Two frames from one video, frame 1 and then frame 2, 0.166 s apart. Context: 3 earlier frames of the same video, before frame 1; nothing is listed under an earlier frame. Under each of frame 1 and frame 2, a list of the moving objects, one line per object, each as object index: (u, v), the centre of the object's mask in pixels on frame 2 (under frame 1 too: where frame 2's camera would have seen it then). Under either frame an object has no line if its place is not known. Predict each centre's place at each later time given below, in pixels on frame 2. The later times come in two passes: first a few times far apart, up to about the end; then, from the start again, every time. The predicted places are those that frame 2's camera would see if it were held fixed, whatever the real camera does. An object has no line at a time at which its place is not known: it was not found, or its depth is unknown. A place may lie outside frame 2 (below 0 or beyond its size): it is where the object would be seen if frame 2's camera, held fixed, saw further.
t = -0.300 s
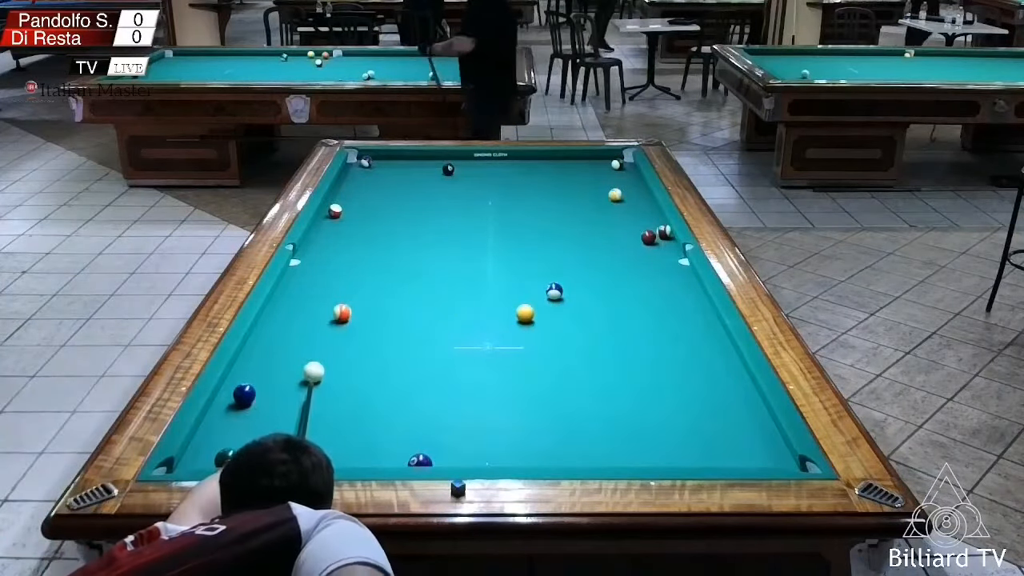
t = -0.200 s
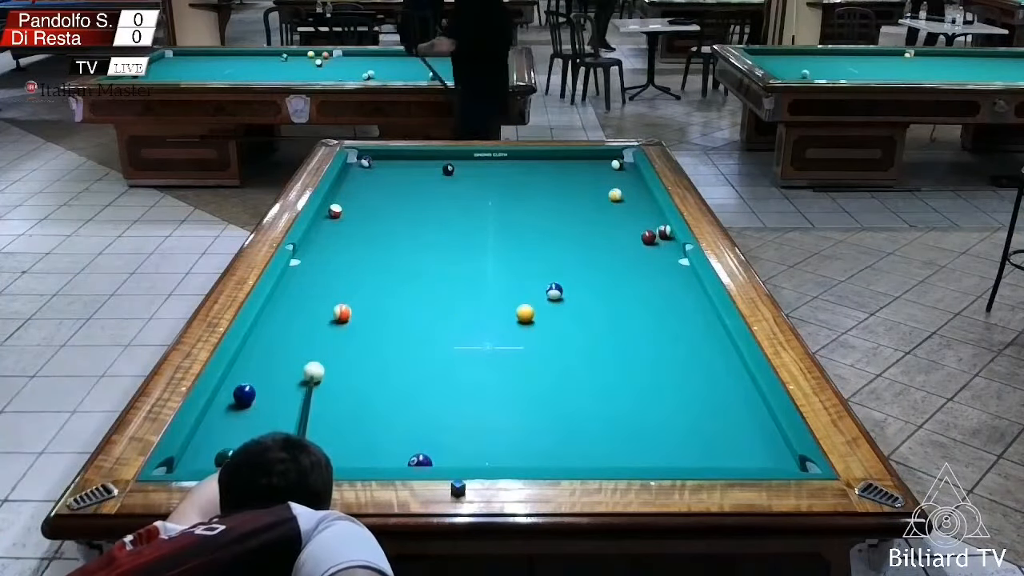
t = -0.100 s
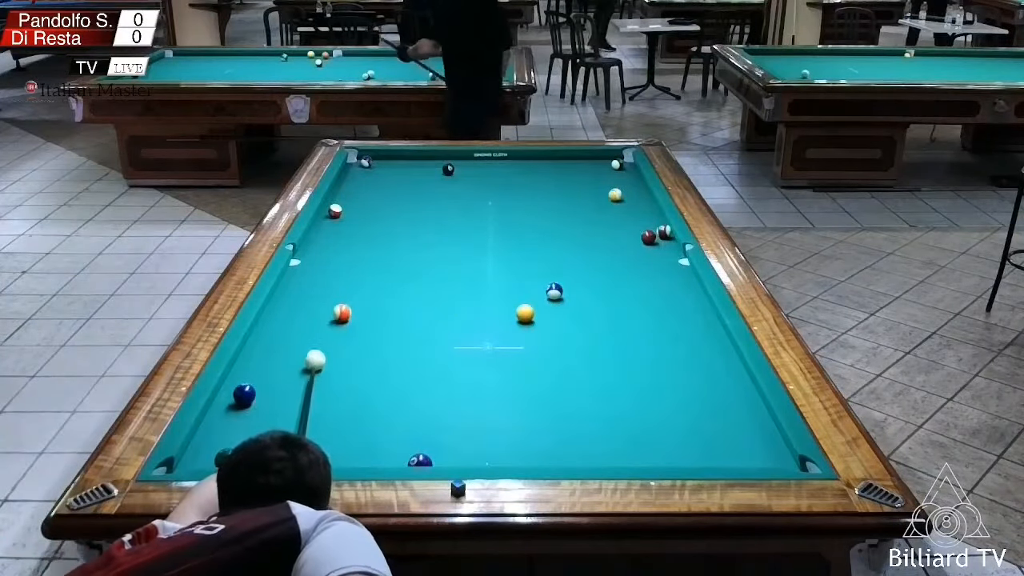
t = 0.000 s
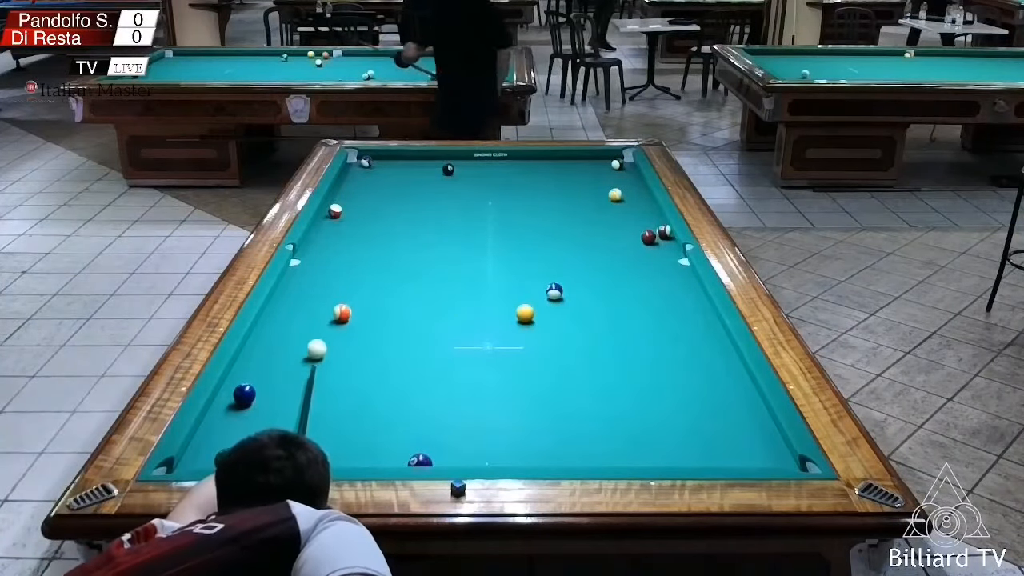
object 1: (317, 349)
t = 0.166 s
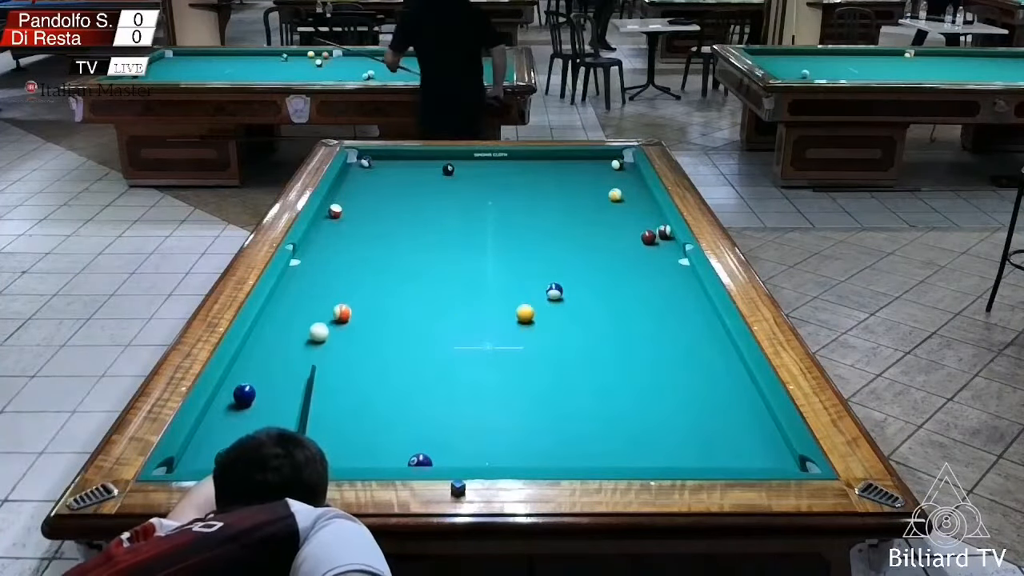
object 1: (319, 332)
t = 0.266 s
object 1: (320, 322)
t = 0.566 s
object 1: (324, 296)
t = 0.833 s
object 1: (326, 276)
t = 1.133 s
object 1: (329, 258)
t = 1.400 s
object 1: (331, 241)
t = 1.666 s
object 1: (334, 227)
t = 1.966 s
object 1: (336, 215)
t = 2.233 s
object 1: (339, 212)
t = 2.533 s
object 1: (342, 210)
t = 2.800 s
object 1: (344, 208)
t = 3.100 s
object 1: (346, 206)
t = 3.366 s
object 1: (347, 205)
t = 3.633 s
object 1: (349, 204)
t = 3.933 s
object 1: (349, 203)
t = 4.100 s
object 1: (350, 202)
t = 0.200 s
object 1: (319, 329)
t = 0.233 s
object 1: (320, 325)
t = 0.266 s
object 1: (320, 322)
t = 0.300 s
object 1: (320, 319)
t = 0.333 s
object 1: (321, 316)
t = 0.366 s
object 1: (321, 313)
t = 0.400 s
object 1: (322, 312)
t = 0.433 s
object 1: (322, 307)
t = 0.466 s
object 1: (322, 305)
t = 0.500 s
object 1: (323, 302)
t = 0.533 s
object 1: (323, 299)
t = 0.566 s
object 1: (324, 296)
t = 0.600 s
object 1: (324, 294)
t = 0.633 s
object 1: (324, 291)
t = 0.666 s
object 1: (324, 289)
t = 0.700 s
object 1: (325, 286)
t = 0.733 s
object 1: (326, 284)
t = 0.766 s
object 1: (326, 281)
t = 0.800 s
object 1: (326, 280)
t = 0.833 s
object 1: (326, 276)
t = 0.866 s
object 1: (327, 274)
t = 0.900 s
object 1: (327, 272)
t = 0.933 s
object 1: (327, 269)
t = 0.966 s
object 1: (328, 267)
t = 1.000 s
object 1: (328, 265)
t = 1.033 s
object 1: (328, 263)
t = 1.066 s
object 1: (329, 261)
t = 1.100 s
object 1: (329, 259)
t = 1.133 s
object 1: (329, 258)
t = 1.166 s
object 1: (330, 254)
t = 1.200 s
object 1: (330, 253)
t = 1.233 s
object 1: (330, 250)
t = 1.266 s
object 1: (331, 249)
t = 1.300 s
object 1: (331, 247)
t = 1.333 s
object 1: (331, 245)
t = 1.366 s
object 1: (331, 243)
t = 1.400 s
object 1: (331, 241)
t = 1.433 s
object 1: (332, 239)
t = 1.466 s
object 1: (332, 237)
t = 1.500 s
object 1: (332, 236)
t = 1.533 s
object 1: (333, 235)
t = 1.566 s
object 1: (333, 233)
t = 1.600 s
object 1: (333, 230)
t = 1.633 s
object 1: (333, 228)
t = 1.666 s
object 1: (334, 227)
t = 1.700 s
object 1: (334, 225)
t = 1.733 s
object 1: (334, 224)
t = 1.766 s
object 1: (334, 222)
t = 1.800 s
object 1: (335, 220)
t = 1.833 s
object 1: (335, 219)
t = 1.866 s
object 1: (335, 218)
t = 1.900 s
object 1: (335, 217)
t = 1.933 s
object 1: (336, 215)
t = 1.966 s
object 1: (336, 215)
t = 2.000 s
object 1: (336, 214)
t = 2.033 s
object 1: (337, 214)
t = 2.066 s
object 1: (337, 213)
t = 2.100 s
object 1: (338, 213)
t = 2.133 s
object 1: (338, 213)
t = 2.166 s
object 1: (339, 212)
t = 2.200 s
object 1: (339, 212)
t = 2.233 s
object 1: (339, 212)
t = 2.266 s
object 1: (340, 212)
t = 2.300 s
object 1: (340, 211)
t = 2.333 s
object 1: (340, 211)
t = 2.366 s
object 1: (341, 211)
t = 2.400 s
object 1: (341, 210)
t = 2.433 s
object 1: (341, 210)
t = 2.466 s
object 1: (341, 210)
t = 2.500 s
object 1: (342, 210)
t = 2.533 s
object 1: (342, 210)
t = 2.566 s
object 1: (342, 210)
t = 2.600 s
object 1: (342, 209)
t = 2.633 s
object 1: (342, 209)
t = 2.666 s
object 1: (342, 209)
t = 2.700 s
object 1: (343, 209)
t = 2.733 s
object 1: (343, 208)
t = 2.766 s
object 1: (344, 208)
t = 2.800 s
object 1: (344, 208)
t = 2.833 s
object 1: (344, 207)
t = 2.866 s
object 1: (344, 207)
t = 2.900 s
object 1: (345, 207)
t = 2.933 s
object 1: (345, 207)
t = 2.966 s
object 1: (345, 207)
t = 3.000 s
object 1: (345, 207)
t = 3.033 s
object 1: (345, 206)
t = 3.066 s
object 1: (346, 206)
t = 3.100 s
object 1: (346, 206)
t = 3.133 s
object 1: (346, 206)
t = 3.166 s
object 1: (346, 206)
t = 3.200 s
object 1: (346, 205)
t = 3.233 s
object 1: (346, 205)
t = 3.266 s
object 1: (347, 205)
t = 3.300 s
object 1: (347, 205)
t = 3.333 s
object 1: (347, 205)
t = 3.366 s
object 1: (347, 205)
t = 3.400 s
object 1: (347, 204)
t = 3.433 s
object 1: (348, 204)
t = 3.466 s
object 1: (348, 204)
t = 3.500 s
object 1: (348, 204)
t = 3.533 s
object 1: (348, 204)
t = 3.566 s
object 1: (348, 204)
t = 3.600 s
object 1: (348, 204)
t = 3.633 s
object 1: (349, 204)
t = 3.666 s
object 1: (349, 203)
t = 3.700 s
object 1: (349, 203)
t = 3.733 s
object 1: (349, 203)
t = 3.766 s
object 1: (349, 203)
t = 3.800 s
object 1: (349, 203)
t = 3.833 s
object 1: (349, 203)
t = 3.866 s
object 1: (349, 203)
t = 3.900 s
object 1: (349, 203)
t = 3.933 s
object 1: (349, 203)
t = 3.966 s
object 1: (350, 202)
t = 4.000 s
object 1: (350, 202)
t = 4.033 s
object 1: (350, 202)
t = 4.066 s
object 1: (350, 202)
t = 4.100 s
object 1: (350, 202)
